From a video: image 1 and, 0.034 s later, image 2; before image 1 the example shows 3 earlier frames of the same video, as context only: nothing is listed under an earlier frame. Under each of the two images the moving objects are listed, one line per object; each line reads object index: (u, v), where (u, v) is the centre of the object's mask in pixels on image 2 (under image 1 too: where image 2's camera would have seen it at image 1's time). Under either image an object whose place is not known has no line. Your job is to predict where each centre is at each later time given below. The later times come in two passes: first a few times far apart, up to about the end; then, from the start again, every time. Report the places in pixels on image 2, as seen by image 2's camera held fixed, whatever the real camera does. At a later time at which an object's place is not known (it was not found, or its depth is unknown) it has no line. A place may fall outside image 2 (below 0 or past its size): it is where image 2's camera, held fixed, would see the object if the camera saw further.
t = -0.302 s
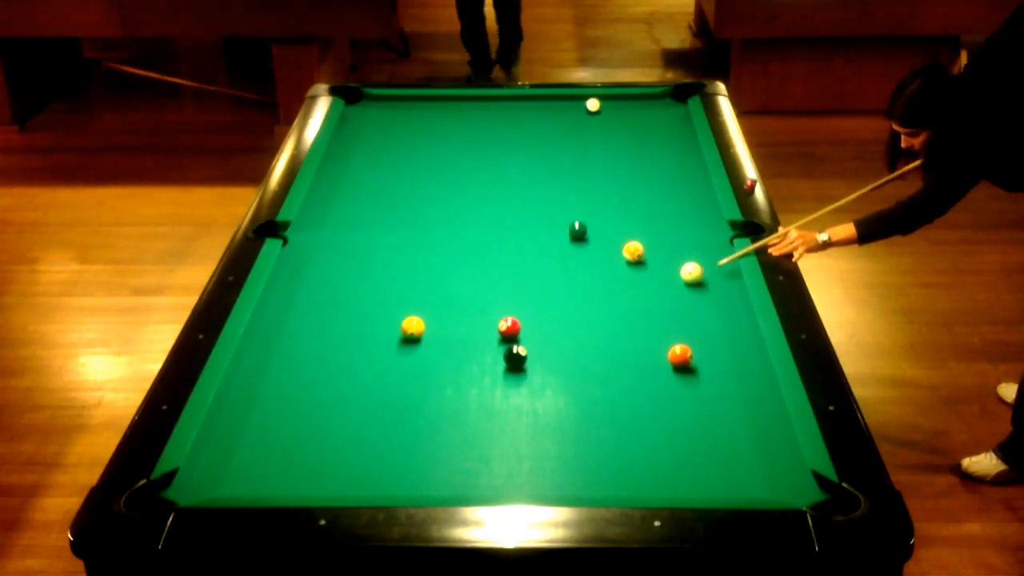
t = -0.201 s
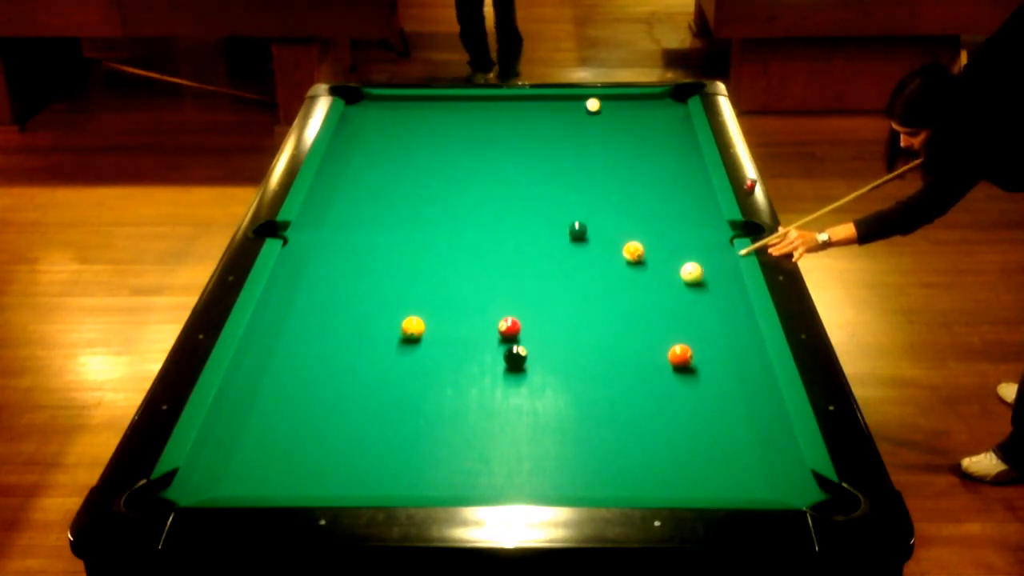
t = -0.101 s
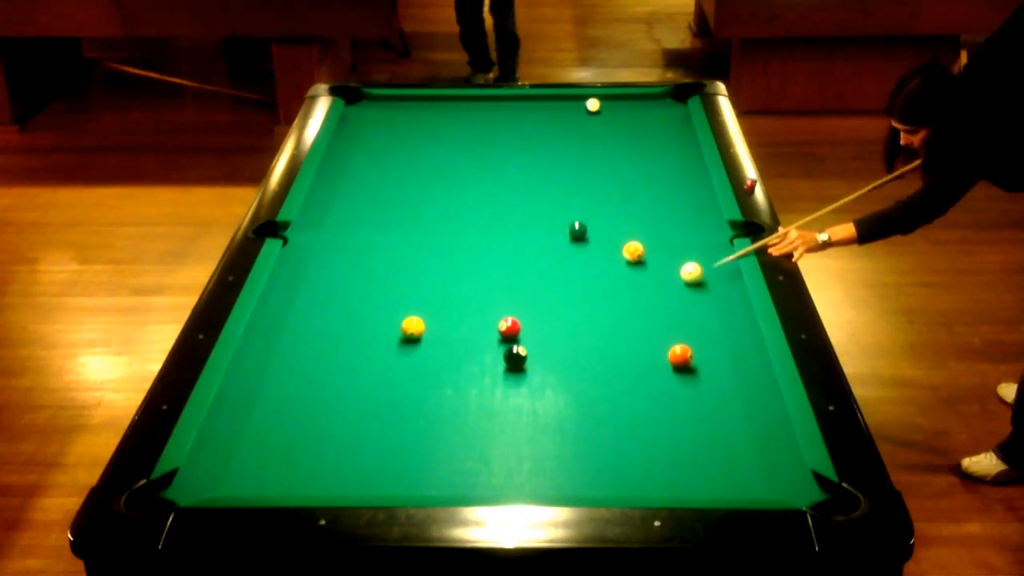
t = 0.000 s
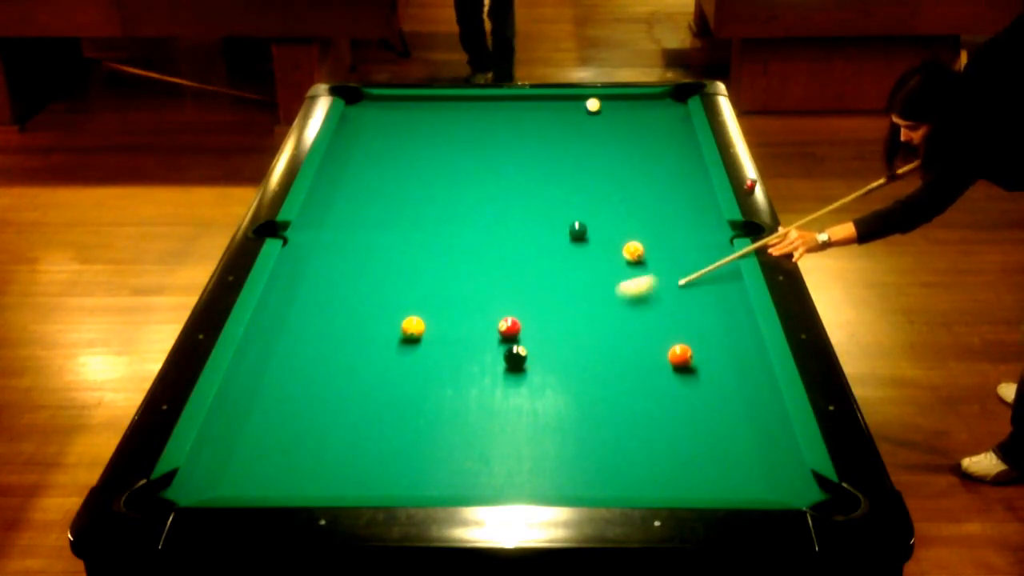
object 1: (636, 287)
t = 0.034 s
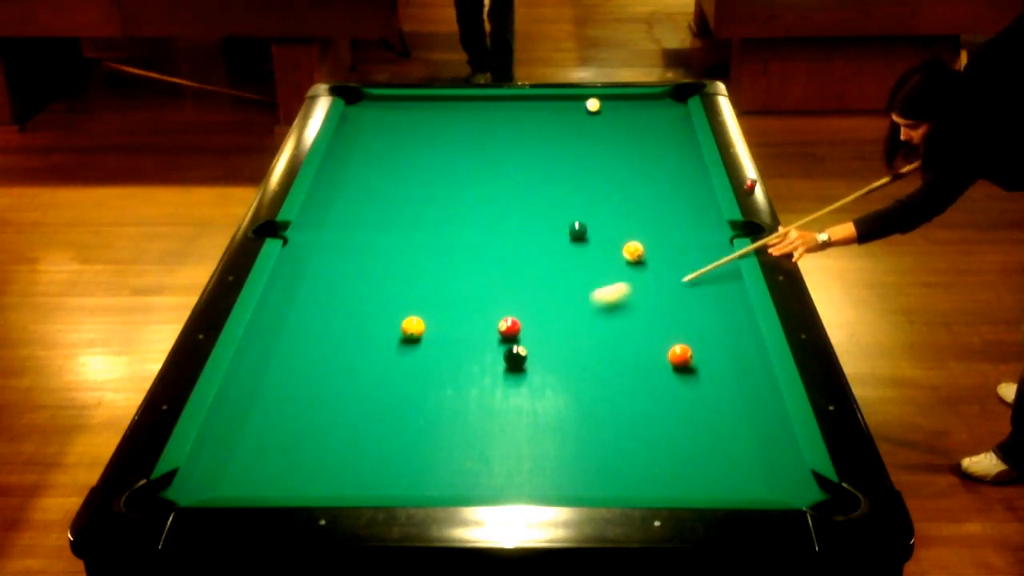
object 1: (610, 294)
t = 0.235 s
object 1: (517, 314)
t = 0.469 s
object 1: (508, 302)
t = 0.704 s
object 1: (500, 290)
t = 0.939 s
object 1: (493, 280)
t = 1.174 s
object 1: (486, 270)
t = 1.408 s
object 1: (481, 261)
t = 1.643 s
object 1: (476, 254)
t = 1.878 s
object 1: (471, 246)
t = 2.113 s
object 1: (467, 240)
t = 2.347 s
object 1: (463, 235)
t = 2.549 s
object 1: (461, 231)
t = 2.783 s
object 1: (459, 227)
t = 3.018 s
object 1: (457, 224)
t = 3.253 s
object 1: (455, 222)
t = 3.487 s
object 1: (454, 220)
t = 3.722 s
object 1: (453, 219)
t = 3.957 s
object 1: (452, 219)
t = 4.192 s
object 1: (452, 219)
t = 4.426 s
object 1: (452, 219)
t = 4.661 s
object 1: (452, 219)
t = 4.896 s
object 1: (452, 219)
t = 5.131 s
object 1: (452, 219)
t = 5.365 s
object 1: (452, 219)
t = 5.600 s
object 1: (452, 219)
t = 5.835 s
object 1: (452, 219)
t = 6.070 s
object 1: (452, 219)
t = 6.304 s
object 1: (452, 219)
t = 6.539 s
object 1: (452, 219)
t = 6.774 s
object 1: (452, 219)
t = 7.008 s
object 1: (452, 219)
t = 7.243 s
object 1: (452, 219)
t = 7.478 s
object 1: (452, 219)
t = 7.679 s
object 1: (452, 219)
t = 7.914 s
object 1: (452, 219)
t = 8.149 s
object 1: (452, 219)
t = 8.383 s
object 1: (452, 219)
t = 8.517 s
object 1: (452, 219)
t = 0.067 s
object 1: (585, 301)
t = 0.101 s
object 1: (559, 309)
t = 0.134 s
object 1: (535, 315)
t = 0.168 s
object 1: (523, 319)
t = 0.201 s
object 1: (519, 317)
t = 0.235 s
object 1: (517, 314)
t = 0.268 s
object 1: (515, 313)
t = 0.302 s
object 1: (514, 311)
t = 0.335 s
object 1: (513, 309)
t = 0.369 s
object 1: (512, 307)
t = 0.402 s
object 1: (510, 305)
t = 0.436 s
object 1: (509, 303)
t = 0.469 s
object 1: (508, 302)
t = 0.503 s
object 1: (507, 300)
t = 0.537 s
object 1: (506, 298)
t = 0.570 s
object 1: (504, 297)
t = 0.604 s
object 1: (503, 295)
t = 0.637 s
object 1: (502, 294)
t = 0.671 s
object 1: (501, 292)
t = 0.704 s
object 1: (500, 290)
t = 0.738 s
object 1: (499, 289)
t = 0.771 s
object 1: (498, 287)
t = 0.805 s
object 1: (497, 286)
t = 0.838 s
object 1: (496, 284)
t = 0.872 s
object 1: (495, 283)
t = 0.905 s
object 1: (494, 281)
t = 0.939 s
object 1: (493, 280)
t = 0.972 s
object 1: (492, 279)
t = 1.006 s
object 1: (491, 277)
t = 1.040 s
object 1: (490, 276)
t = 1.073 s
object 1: (489, 274)
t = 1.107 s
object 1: (488, 273)
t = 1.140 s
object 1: (487, 271)
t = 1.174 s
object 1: (486, 270)
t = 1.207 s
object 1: (485, 269)
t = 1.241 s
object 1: (485, 267)
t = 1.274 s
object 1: (484, 266)
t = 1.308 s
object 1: (483, 265)
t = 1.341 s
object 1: (482, 264)
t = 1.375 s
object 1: (481, 262)
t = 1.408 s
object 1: (481, 261)
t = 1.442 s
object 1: (480, 260)
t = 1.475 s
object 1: (479, 259)
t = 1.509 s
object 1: (478, 258)
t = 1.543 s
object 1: (478, 257)
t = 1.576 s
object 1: (477, 256)
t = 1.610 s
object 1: (476, 254)
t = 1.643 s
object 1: (476, 254)
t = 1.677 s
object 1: (475, 253)
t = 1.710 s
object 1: (474, 252)
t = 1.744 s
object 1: (473, 249)
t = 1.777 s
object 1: (472, 249)
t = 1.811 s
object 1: (472, 248)
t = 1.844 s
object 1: (471, 247)
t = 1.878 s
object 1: (471, 246)
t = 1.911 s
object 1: (470, 245)
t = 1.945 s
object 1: (470, 244)
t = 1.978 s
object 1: (469, 243)
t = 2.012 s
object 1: (468, 242)
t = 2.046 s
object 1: (468, 242)
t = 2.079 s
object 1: (467, 241)
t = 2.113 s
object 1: (467, 240)
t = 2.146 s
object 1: (466, 239)
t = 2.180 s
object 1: (466, 238)
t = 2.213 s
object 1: (465, 238)
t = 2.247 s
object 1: (465, 237)
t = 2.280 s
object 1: (464, 236)
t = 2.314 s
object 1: (464, 236)
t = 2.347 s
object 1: (463, 235)
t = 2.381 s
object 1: (463, 234)
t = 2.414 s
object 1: (463, 234)
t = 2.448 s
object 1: (462, 233)
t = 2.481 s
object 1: (462, 232)
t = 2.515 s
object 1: (462, 232)
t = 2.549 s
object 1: (461, 231)
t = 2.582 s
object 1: (461, 230)
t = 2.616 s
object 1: (460, 230)
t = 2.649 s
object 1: (460, 229)
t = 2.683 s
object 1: (460, 229)
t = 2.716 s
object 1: (459, 228)
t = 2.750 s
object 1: (459, 228)
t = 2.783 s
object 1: (459, 227)
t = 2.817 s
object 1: (459, 227)
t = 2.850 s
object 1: (458, 227)
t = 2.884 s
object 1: (458, 226)
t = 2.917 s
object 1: (458, 226)
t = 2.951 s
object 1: (457, 225)
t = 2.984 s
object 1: (457, 225)
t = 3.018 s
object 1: (457, 224)
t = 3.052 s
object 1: (456, 224)
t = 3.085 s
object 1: (456, 224)
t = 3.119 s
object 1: (456, 223)
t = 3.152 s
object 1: (456, 223)
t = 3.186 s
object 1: (455, 223)
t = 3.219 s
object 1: (455, 222)
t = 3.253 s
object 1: (455, 222)
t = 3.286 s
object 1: (455, 222)
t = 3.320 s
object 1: (455, 221)
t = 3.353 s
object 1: (454, 221)
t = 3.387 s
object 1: (454, 221)
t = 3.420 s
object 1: (454, 221)
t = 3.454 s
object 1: (454, 220)
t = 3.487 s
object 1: (454, 220)
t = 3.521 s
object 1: (454, 220)
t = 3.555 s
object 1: (454, 220)
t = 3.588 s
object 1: (453, 220)
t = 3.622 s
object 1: (453, 219)
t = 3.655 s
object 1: (453, 219)
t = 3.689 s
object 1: (453, 219)
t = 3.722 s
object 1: (453, 219)
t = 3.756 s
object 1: (453, 219)
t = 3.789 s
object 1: (453, 219)
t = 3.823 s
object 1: (452, 219)
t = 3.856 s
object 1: (452, 219)
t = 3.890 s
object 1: (452, 219)
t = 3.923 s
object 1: (452, 219)
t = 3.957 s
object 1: (452, 219)
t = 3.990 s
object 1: (452, 219)
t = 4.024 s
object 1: (452, 219)
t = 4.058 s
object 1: (452, 219)
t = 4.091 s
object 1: (452, 219)
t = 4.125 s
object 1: (452, 219)
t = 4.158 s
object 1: (452, 219)
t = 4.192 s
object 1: (452, 219)
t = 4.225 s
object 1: (452, 219)
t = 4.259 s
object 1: (452, 219)
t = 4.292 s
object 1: (452, 219)
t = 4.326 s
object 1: (452, 219)
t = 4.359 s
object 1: (452, 219)
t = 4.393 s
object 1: (452, 219)
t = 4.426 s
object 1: (452, 219)
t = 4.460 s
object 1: (452, 219)
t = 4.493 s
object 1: (452, 219)
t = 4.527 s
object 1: (452, 219)
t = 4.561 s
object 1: (452, 219)
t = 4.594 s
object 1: (452, 219)
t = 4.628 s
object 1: (452, 219)
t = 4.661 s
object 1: (452, 219)
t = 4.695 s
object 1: (452, 219)
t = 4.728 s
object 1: (452, 219)
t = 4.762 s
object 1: (452, 219)
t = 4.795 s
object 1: (452, 219)
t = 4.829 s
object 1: (452, 219)
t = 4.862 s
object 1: (452, 219)
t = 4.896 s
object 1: (452, 219)
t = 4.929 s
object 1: (452, 219)
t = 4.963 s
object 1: (452, 219)
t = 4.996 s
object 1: (452, 219)
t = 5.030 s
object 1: (452, 219)
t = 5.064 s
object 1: (452, 219)
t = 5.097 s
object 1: (452, 219)
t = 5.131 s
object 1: (452, 219)
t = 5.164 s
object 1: (452, 219)
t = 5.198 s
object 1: (452, 219)
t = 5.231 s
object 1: (452, 219)
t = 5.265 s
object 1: (452, 219)
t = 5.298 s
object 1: (452, 219)
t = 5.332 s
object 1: (452, 219)
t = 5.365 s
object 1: (452, 219)
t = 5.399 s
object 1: (452, 219)
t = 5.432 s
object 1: (452, 219)
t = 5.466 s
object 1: (452, 219)
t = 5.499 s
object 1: (452, 219)
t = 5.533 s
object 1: (452, 219)
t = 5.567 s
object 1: (452, 219)
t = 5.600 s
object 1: (452, 219)
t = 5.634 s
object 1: (452, 219)
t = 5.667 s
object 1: (452, 219)
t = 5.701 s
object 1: (452, 219)
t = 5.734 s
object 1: (452, 219)
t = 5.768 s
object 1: (452, 219)
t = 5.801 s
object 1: (452, 219)
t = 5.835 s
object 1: (452, 219)
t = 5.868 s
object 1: (452, 219)
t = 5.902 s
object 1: (452, 219)
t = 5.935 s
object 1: (452, 219)
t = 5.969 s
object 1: (452, 219)
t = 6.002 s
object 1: (452, 219)
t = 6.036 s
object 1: (452, 219)
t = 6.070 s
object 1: (452, 219)
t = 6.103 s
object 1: (452, 219)
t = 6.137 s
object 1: (452, 219)
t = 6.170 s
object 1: (452, 219)
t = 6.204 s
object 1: (452, 219)
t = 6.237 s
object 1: (452, 219)
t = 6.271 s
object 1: (452, 219)
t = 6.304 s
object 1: (452, 219)
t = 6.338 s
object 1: (452, 219)
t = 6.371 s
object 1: (452, 219)
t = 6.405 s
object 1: (452, 219)
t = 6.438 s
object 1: (452, 219)
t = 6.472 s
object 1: (452, 219)
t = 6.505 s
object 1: (452, 219)
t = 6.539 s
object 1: (452, 219)
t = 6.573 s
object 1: (452, 219)
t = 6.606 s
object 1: (452, 219)
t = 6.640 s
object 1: (452, 219)
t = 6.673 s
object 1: (452, 219)
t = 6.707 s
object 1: (452, 219)
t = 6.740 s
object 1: (452, 219)
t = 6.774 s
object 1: (452, 219)
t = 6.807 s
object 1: (452, 219)
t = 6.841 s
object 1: (452, 219)
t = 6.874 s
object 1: (452, 219)
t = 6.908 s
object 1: (452, 219)
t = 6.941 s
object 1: (452, 219)
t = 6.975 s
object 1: (452, 219)
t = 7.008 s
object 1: (452, 219)
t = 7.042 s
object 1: (452, 219)
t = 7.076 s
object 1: (452, 219)
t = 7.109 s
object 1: (452, 219)
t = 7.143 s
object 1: (452, 219)
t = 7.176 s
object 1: (452, 219)
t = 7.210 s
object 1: (452, 219)
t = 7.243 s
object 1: (452, 219)
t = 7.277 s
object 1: (452, 219)
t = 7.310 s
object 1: (452, 219)
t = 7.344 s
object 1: (452, 219)
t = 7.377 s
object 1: (452, 219)
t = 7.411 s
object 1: (452, 219)
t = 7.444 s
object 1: (452, 219)
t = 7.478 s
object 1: (452, 219)
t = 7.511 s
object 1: (452, 219)
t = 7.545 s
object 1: (452, 219)
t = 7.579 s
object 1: (452, 219)
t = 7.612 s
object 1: (452, 219)
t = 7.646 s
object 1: (452, 219)
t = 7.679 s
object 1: (452, 219)
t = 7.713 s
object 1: (452, 219)
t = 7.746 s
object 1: (452, 219)
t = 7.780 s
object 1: (452, 219)
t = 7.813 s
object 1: (452, 219)
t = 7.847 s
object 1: (452, 219)
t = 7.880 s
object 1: (452, 219)
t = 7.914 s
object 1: (452, 219)
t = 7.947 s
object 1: (452, 219)
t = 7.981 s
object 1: (452, 219)
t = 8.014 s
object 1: (452, 219)
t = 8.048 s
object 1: (452, 219)
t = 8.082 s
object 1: (452, 219)
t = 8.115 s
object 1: (452, 219)
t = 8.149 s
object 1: (452, 219)
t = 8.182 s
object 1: (452, 219)
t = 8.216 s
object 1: (452, 219)
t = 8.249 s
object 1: (452, 219)
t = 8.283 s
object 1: (452, 219)
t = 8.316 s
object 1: (452, 219)
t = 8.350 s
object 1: (452, 219)
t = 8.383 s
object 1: (452, 219)
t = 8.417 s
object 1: (452, 219)
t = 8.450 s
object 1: (452, 219)
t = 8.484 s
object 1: (452, 219)
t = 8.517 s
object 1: (452, 219)
